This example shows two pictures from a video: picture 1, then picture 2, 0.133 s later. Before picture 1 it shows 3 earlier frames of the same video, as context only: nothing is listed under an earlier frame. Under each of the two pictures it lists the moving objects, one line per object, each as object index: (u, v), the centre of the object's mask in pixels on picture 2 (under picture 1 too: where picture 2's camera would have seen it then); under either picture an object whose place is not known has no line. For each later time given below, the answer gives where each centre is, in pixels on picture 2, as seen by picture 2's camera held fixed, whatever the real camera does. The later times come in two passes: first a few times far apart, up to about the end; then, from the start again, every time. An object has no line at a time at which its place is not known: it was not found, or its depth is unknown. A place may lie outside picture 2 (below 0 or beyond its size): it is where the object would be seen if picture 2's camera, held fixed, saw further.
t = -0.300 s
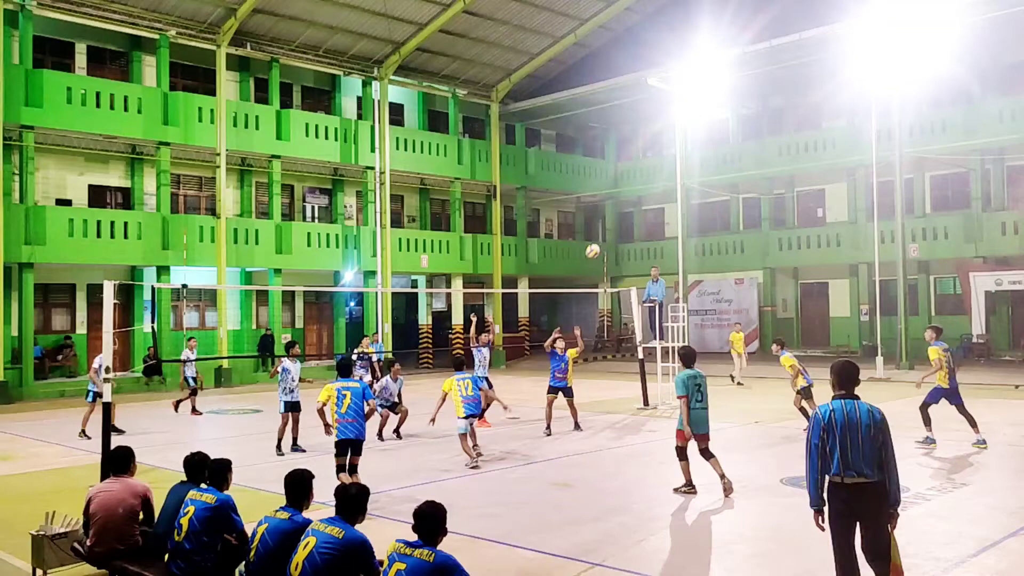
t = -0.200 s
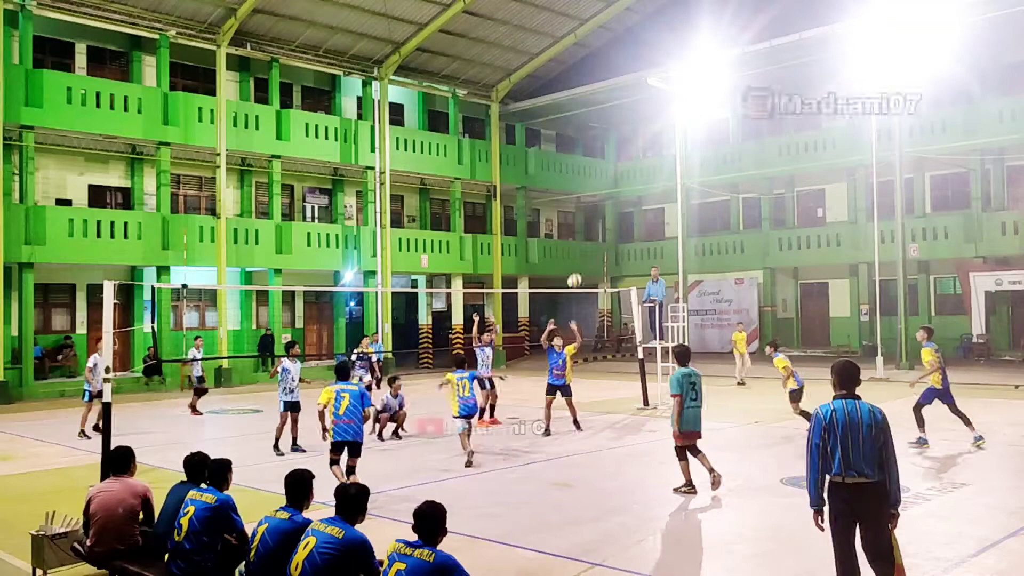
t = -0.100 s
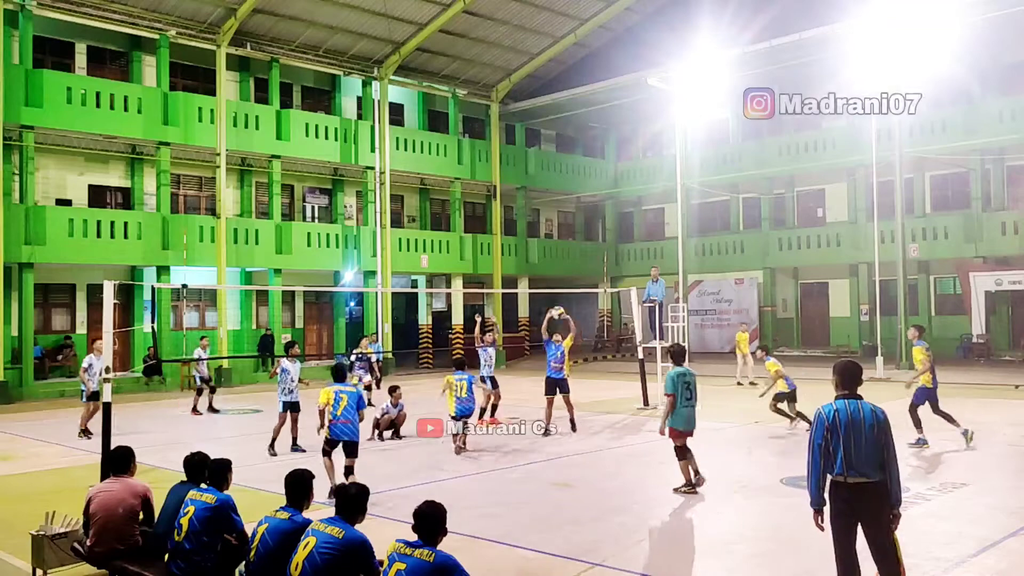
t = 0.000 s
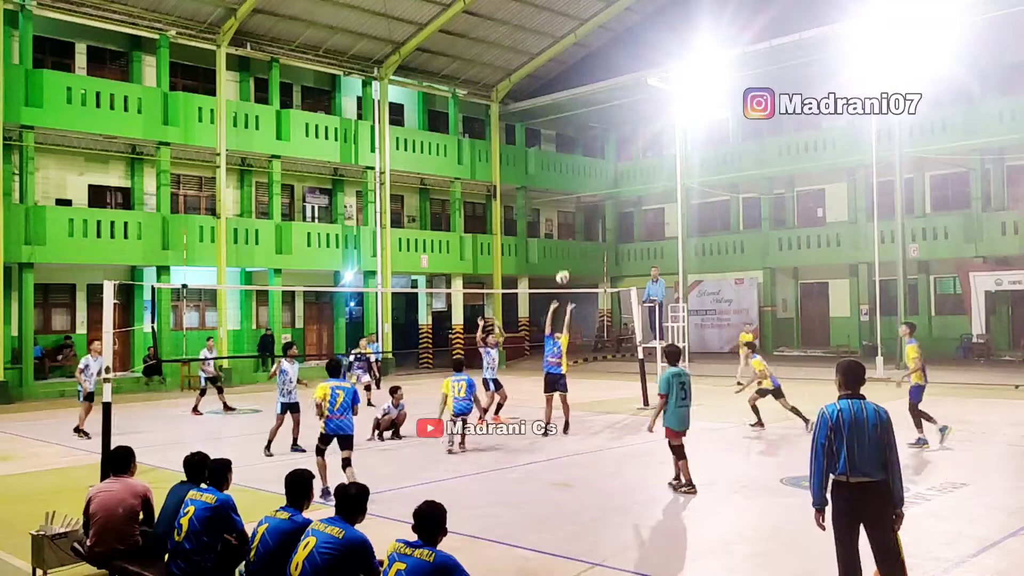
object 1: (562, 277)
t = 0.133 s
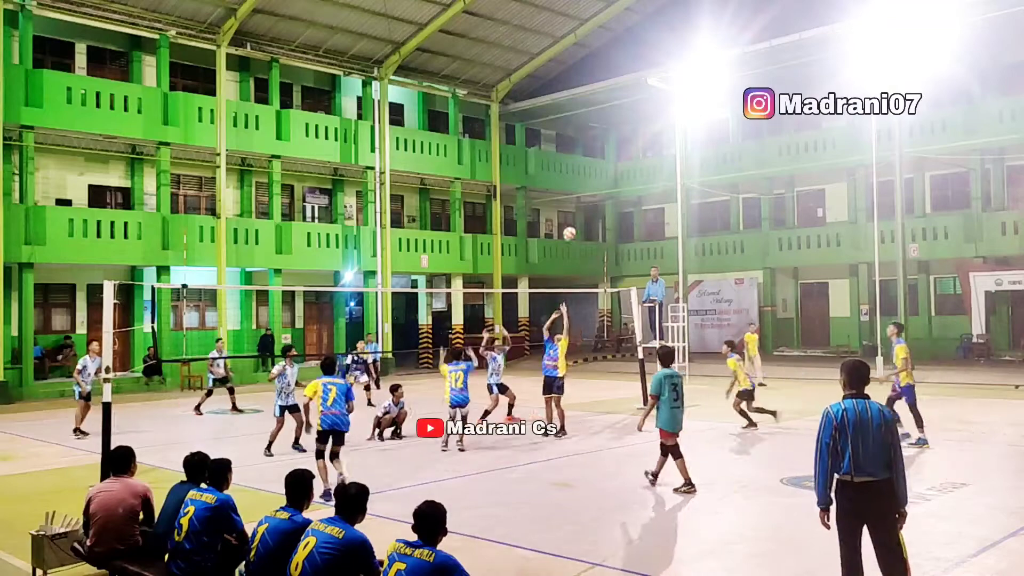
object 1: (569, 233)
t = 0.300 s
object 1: (577, 198)
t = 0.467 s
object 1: (584, 178)
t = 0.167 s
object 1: (571, 225)
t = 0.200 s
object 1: (573, 217)
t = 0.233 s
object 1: (574, 210)
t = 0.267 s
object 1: (575, 203)
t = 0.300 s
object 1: (577, 198)
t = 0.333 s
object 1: (578, 192)
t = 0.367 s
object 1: (579, 188)
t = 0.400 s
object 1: (581, 184)
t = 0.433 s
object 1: (582, 180)
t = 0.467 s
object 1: (584, 178)
